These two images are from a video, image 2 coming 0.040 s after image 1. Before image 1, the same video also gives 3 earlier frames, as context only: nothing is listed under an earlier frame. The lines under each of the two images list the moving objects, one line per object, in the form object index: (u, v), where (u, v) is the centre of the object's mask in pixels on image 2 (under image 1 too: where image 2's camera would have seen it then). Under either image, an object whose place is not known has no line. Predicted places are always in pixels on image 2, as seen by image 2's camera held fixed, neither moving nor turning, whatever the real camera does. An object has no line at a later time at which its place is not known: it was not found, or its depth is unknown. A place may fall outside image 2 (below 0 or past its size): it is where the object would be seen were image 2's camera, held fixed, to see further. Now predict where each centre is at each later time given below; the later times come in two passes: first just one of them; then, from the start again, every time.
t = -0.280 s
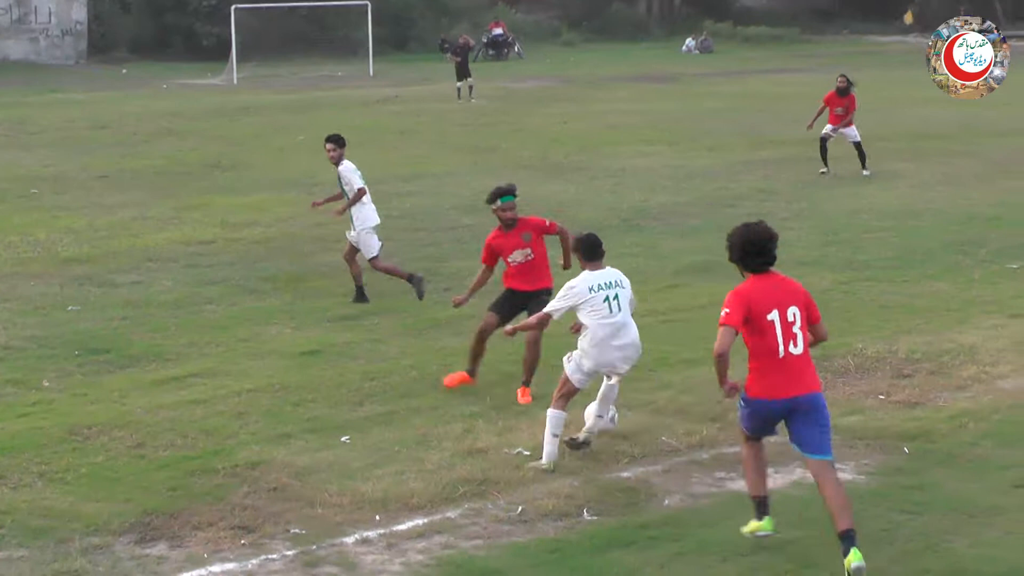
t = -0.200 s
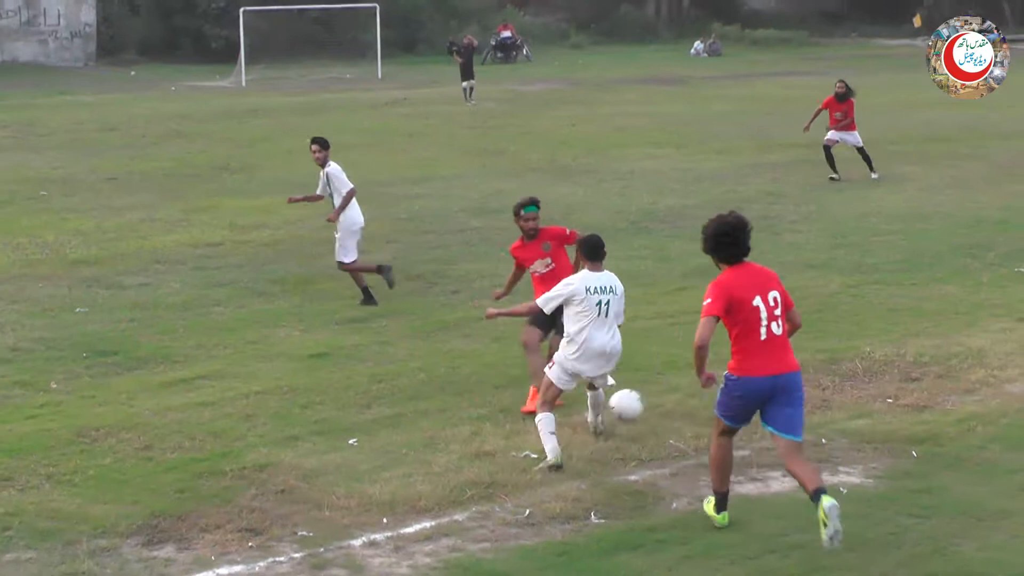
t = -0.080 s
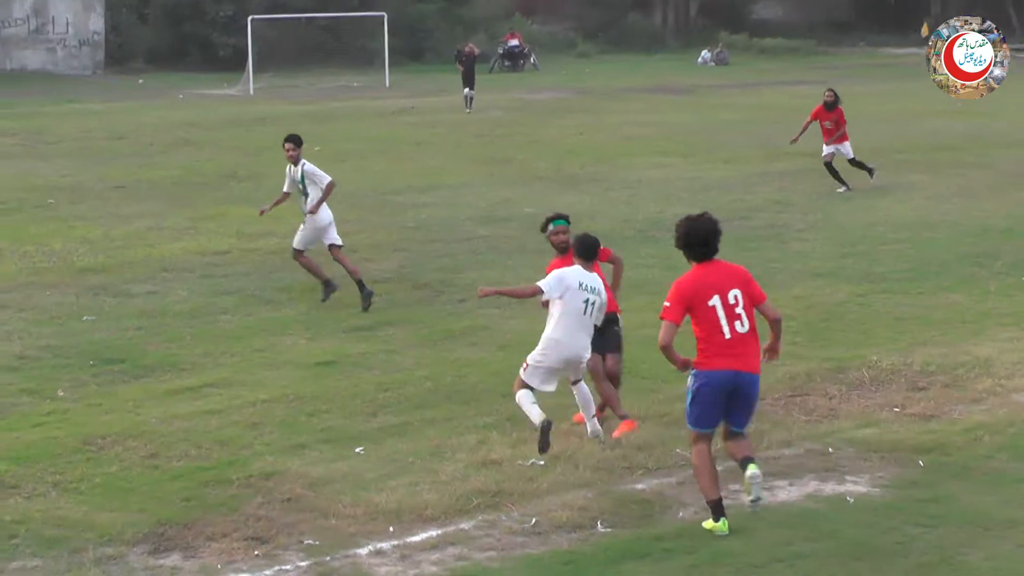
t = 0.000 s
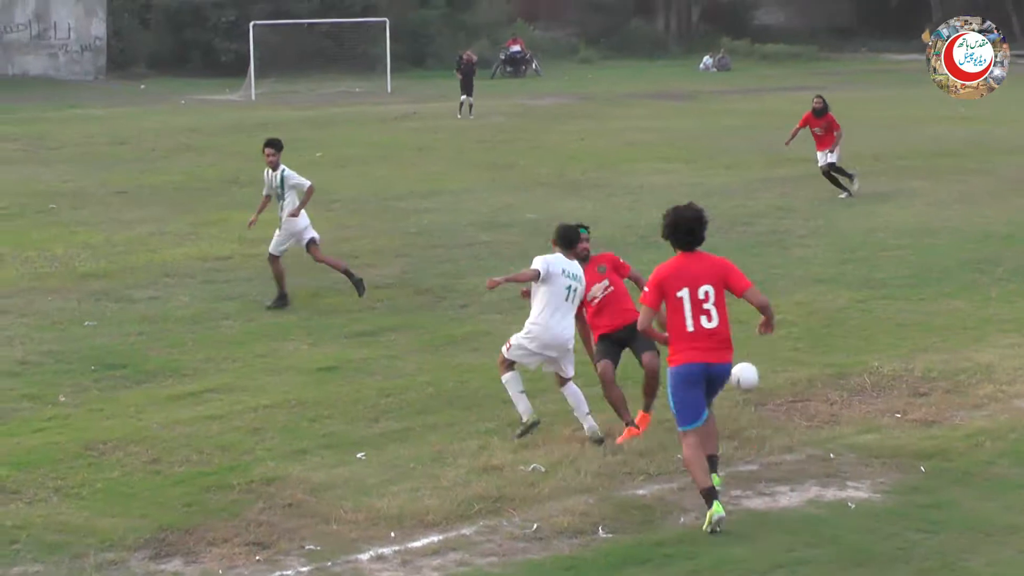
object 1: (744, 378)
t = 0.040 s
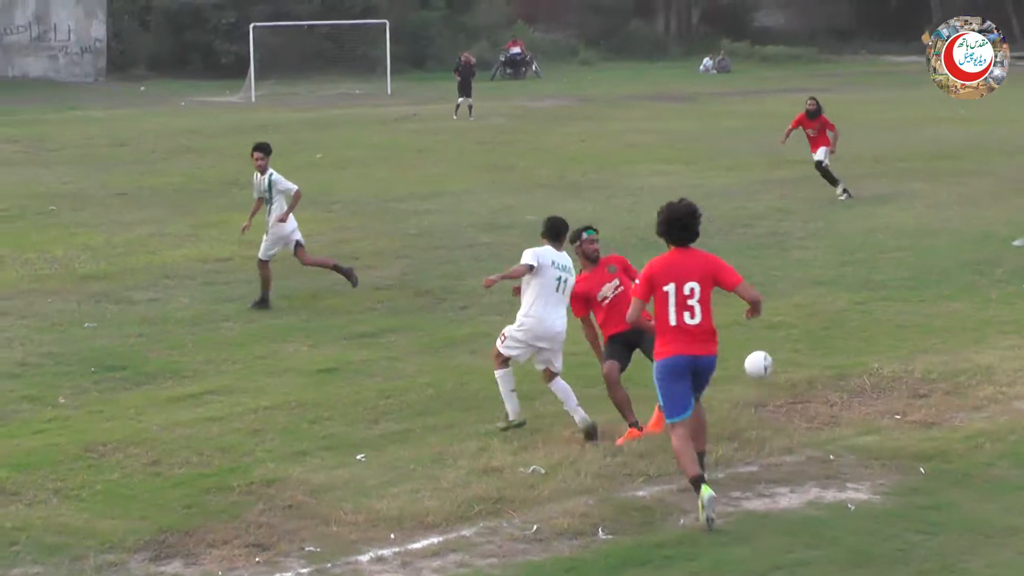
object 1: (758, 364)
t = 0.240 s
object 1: (823, 330)
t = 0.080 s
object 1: (772, 353)
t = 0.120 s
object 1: (786, 344)
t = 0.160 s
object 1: (800, 337)
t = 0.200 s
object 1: (812, 333)
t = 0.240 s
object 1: (823, 330)
